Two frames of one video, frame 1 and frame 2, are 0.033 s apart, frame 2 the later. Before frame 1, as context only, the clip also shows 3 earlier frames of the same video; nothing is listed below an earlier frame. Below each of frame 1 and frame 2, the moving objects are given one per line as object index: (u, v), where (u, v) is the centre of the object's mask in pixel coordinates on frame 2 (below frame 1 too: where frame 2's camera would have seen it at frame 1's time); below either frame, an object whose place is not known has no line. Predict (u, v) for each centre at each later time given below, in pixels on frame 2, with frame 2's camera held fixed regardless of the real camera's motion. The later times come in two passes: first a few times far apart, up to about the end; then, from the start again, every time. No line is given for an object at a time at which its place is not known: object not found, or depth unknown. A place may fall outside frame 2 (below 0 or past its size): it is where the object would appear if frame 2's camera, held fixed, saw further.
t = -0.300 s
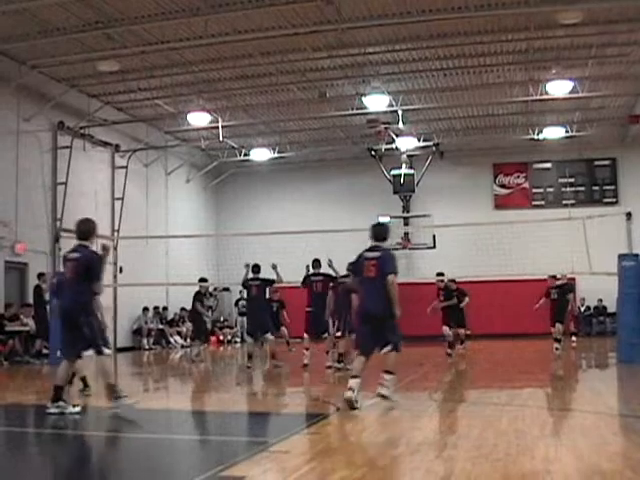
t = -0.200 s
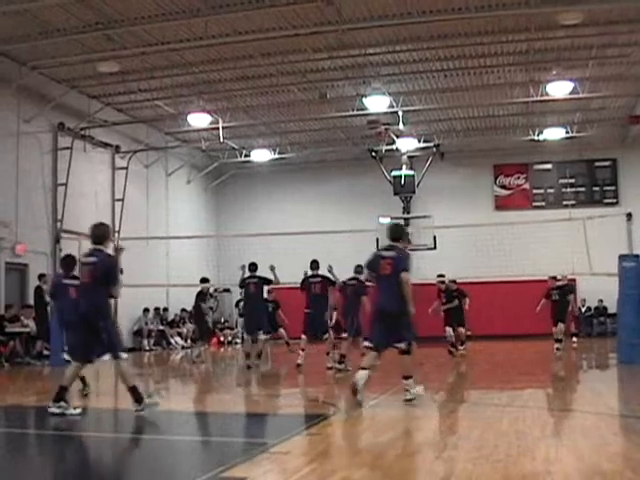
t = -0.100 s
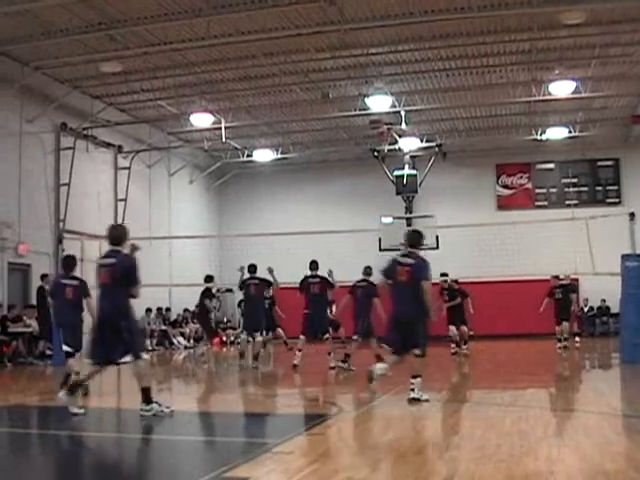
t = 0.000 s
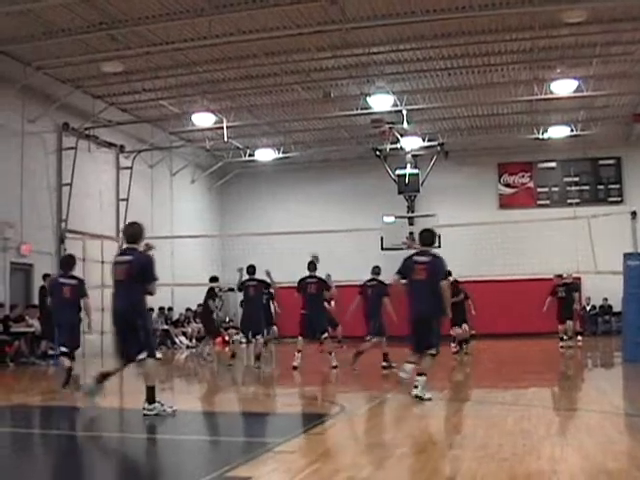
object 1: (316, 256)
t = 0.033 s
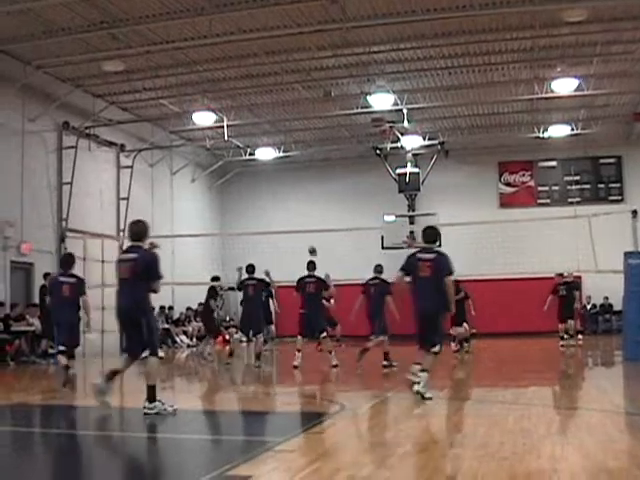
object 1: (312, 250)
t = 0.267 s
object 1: (291, 218)
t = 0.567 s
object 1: (265, 210)
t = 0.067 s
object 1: (309, 245)
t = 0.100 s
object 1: (306, 239)
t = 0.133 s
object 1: (303, 235)
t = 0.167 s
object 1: (300, 229)
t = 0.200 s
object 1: (297, 225)
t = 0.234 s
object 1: (294, 222)
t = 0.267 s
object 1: (291, 218)
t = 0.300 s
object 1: (288, 216)
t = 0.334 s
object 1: (286, 213)
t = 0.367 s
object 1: (282, 211)
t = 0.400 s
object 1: (279, 210)
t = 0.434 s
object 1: (277, 209)
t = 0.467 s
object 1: (274, 209)
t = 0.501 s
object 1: (271, 209)
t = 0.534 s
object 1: (268, 209)
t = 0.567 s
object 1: (265, 210)
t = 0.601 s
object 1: (262, 212)
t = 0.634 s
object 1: (259, 214)
